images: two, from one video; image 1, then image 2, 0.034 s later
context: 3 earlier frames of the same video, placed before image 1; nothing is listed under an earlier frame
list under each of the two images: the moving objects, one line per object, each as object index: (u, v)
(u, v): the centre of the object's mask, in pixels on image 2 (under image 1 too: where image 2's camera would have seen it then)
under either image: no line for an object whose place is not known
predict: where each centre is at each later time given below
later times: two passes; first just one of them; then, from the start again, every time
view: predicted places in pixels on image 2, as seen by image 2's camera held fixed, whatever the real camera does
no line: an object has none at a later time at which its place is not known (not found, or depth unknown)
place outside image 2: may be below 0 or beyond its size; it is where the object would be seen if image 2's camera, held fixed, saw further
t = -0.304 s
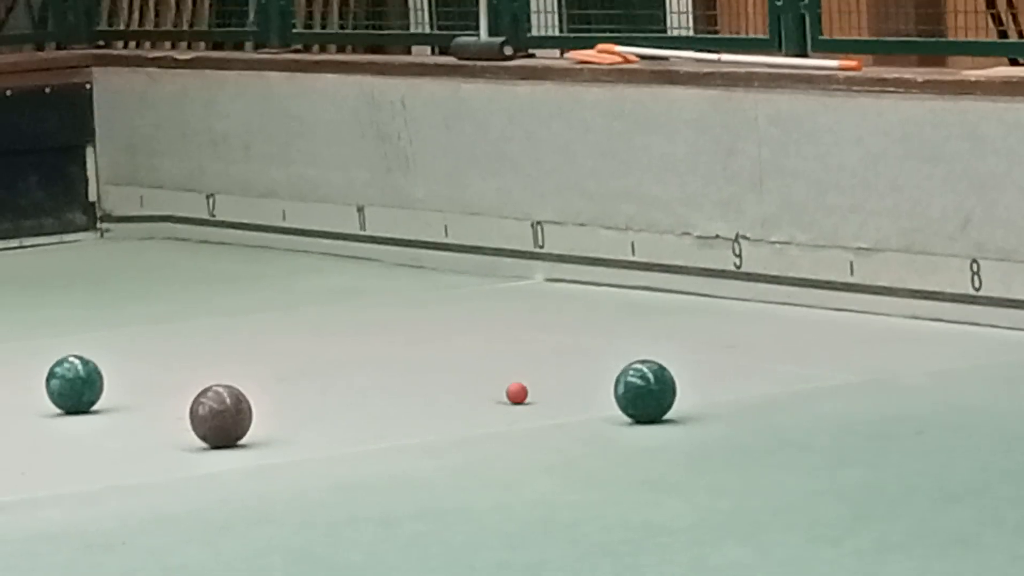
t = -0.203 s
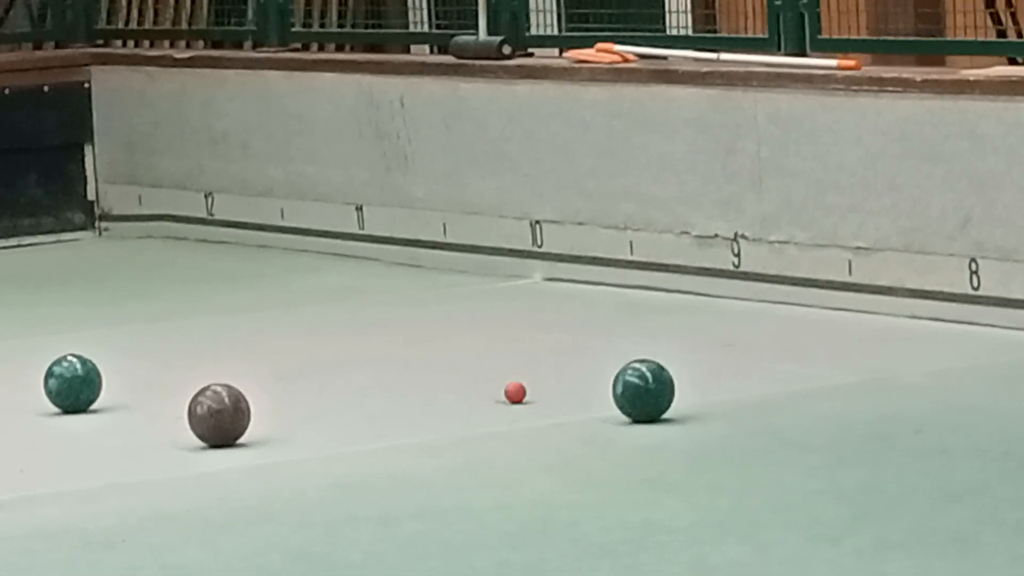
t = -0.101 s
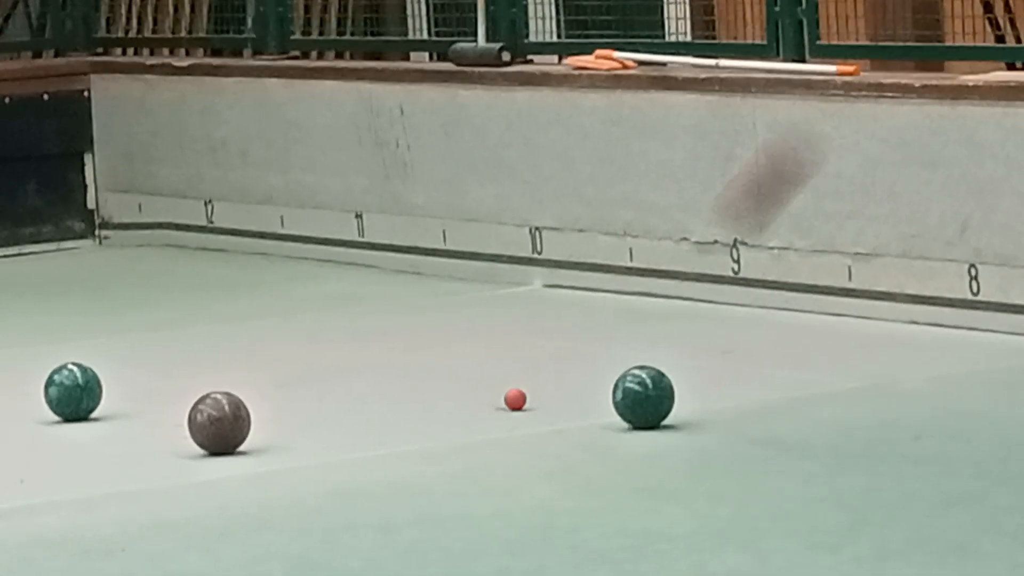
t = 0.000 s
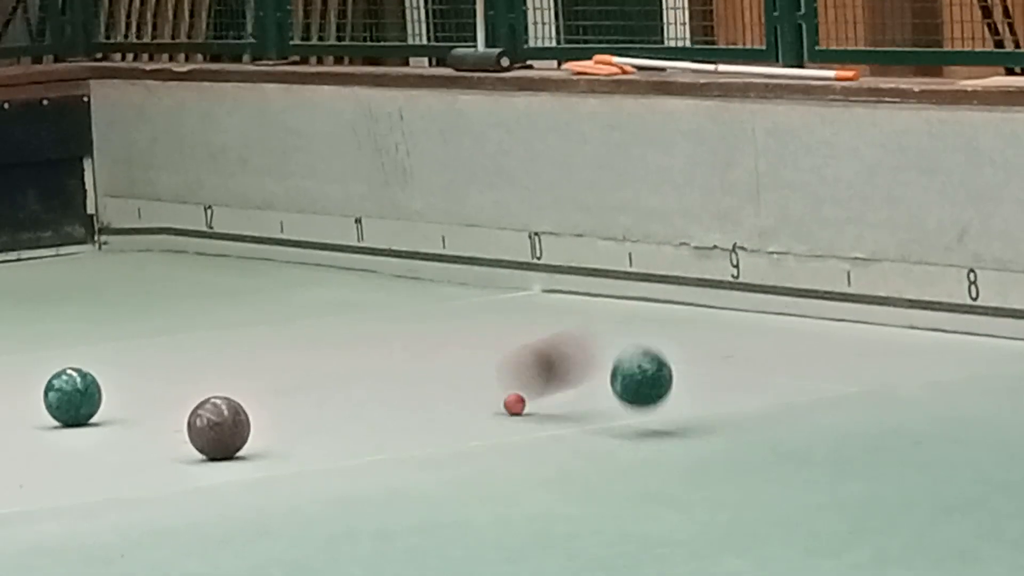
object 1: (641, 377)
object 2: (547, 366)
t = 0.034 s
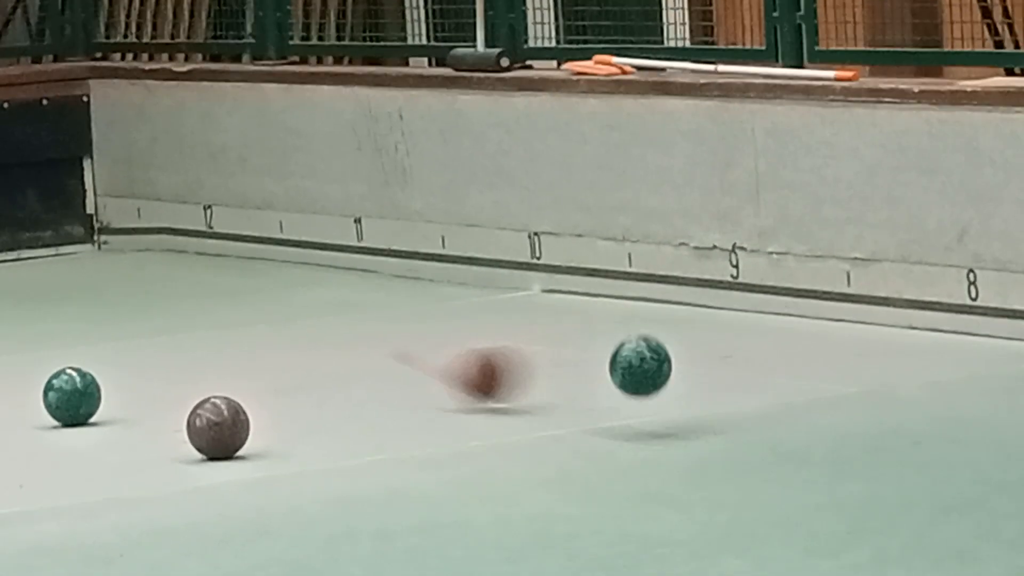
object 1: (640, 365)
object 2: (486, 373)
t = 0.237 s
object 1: (644, 402)
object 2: (210, 350)
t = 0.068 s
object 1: (640, 359)
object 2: (435, 374)
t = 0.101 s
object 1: (641, 357)
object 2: (386, 366)
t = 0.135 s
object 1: (641, 361)
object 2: (339, 362)
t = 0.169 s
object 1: (642, 369)
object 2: (293, 359)
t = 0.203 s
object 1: (643, 382)
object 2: (251, 354)
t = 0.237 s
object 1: (644, 402)
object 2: (210, 350)
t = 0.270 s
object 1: (645, 408)
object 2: (172, 346)
